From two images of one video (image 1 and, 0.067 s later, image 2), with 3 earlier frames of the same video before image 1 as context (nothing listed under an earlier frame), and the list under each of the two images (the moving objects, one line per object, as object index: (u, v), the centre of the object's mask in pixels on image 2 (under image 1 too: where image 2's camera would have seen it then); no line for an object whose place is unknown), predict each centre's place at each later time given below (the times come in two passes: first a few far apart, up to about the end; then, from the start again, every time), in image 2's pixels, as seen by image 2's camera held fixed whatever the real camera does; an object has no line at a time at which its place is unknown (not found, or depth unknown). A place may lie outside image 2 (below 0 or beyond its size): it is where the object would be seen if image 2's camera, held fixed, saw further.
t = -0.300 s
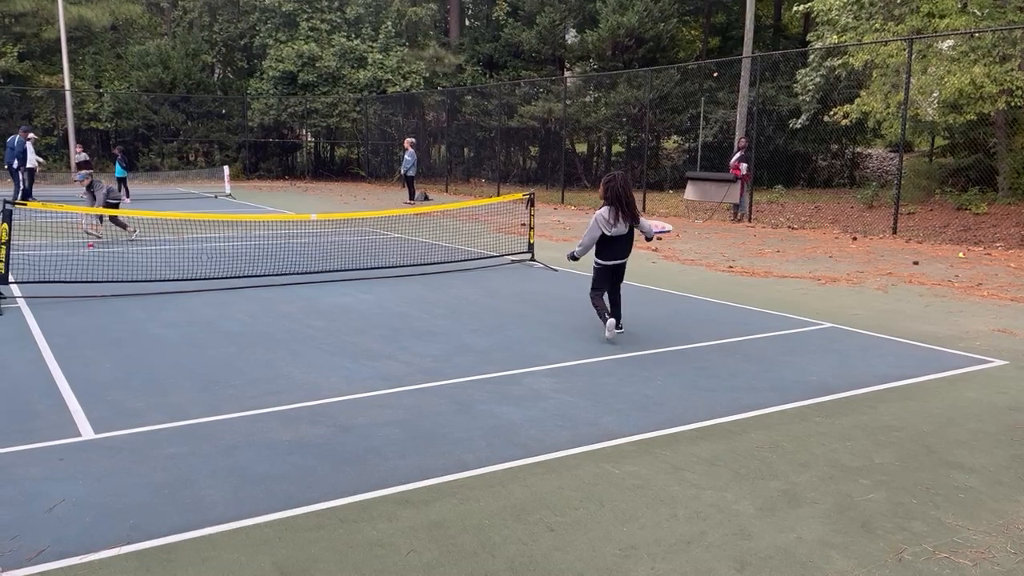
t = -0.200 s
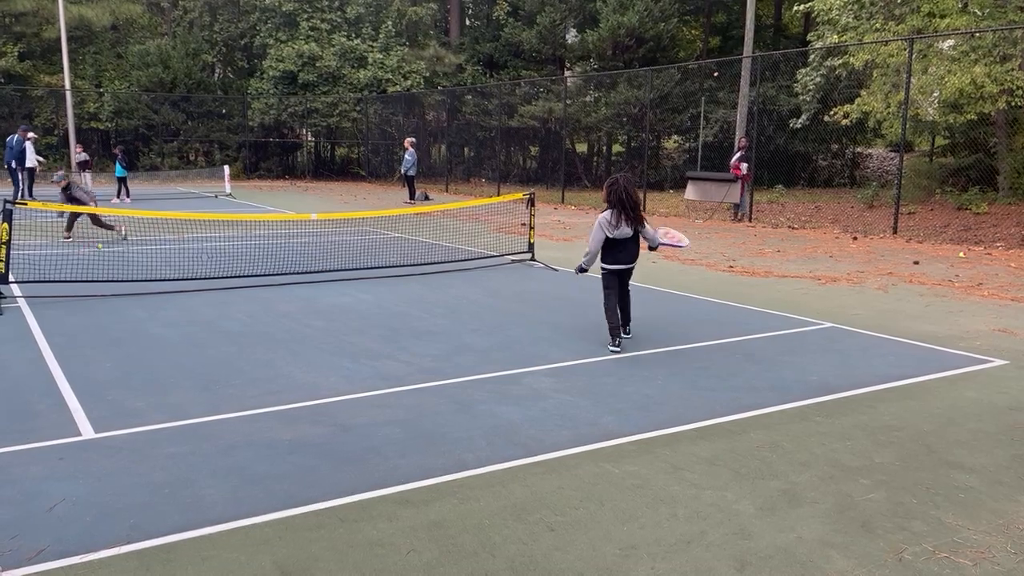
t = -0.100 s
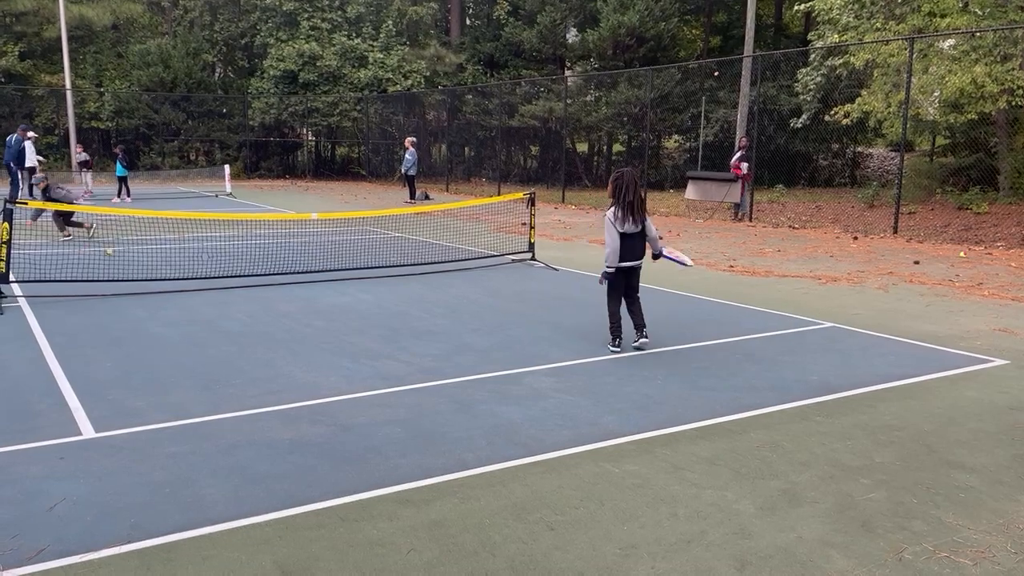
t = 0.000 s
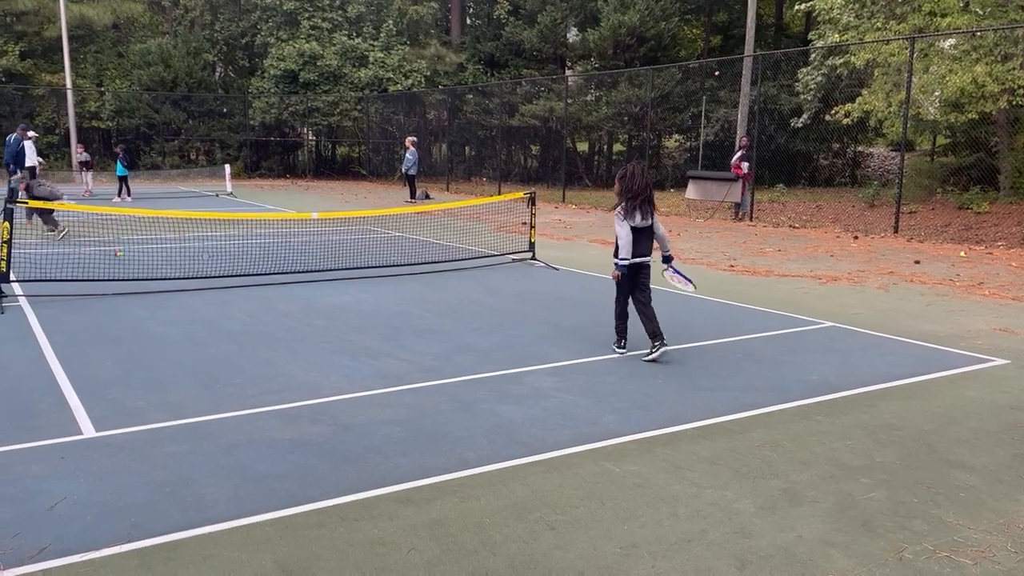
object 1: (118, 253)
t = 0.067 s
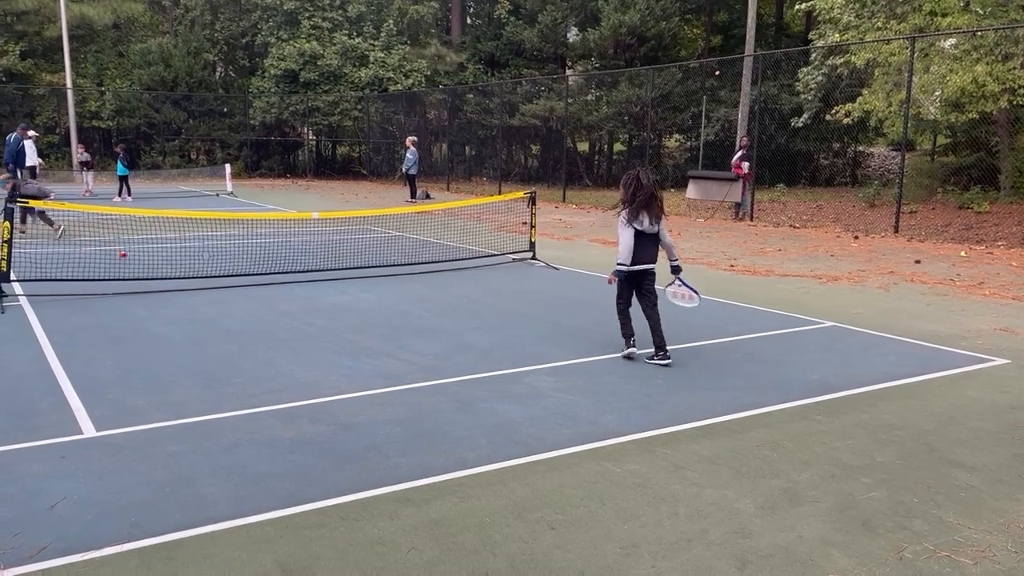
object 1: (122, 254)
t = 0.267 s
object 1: (139, 265)
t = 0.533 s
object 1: (164, 275)
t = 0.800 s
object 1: (188, 273)
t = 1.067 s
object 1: (207, 270)
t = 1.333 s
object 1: (227, 284)
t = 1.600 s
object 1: (248, 303)
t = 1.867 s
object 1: (268, 310)
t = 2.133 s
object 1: (291, 322)
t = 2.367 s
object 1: (311, 330)
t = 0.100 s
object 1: (125, 256)
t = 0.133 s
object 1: (129, 261)
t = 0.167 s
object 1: (130, 261)
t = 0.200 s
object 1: (134, 261)
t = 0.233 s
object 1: (136, 263)
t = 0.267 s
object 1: (139, 265)
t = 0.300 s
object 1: (142, 266)
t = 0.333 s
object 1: (145, 265)
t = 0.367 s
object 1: (148, 266)
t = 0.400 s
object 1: (151, 267)
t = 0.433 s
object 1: (154, 271)
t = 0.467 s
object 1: (156, 274)
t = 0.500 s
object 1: (160, 275)
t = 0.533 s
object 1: (164, 275)
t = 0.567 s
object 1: (167, 277)
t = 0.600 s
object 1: (170, 279)
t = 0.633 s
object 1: (174, 282)
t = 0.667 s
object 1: (177, 283)
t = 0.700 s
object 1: (180, 284)
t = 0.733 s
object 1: (184, 285)
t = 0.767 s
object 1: (186, 279)
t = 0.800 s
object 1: (188, 273)
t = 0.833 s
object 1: (190, 269)
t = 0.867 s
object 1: (192, 266)
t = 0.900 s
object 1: (195, 263)
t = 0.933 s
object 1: (197, 263)
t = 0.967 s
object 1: (200, 262)
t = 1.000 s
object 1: (202, 264)
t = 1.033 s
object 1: (204, 266)
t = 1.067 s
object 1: (207, 270)
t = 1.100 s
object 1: (210, 274)
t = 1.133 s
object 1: (212, 280)
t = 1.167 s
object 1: (215, 288)
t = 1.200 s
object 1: (218, 296)
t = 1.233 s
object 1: (220, 292)
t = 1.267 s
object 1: (222, 288)
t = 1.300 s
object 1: (224, 286)
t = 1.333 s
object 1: (227, 284)
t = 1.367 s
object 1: (229, 284)
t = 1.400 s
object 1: (232, 285)
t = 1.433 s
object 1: (234, 287)
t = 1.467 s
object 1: (237, 291)
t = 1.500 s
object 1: (240, 295)
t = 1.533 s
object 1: (242, 302)
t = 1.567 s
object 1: (245, 305)
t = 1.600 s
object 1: (248, 303)
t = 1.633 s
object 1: (250, 301)
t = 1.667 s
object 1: (252, 301)
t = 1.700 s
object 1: (255, 303)
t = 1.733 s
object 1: (258, 305)
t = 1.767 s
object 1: (261, 310)
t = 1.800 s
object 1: (263, 312)
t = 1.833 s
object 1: (266, 310)
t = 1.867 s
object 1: (268, 310)
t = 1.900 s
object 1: (271, 311)
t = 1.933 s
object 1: (274, 313)
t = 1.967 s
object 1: (278, 317)
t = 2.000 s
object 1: (280, 317)
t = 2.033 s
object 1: (282, 317)
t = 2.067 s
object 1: (285, 317)
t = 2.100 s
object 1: (288, 319)
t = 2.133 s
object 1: (291, 322)
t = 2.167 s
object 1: (294, 323)
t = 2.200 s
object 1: (296, 324)
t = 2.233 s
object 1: (300, 326)
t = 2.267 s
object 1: (303, 326)
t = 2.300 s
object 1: (306, 328)
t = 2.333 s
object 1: (309, 329)
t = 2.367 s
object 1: (311, 330)
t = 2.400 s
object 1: (314, 331)
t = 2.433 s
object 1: (317, 332)
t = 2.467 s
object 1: (320, 333)
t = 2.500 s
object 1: (323, 334)
